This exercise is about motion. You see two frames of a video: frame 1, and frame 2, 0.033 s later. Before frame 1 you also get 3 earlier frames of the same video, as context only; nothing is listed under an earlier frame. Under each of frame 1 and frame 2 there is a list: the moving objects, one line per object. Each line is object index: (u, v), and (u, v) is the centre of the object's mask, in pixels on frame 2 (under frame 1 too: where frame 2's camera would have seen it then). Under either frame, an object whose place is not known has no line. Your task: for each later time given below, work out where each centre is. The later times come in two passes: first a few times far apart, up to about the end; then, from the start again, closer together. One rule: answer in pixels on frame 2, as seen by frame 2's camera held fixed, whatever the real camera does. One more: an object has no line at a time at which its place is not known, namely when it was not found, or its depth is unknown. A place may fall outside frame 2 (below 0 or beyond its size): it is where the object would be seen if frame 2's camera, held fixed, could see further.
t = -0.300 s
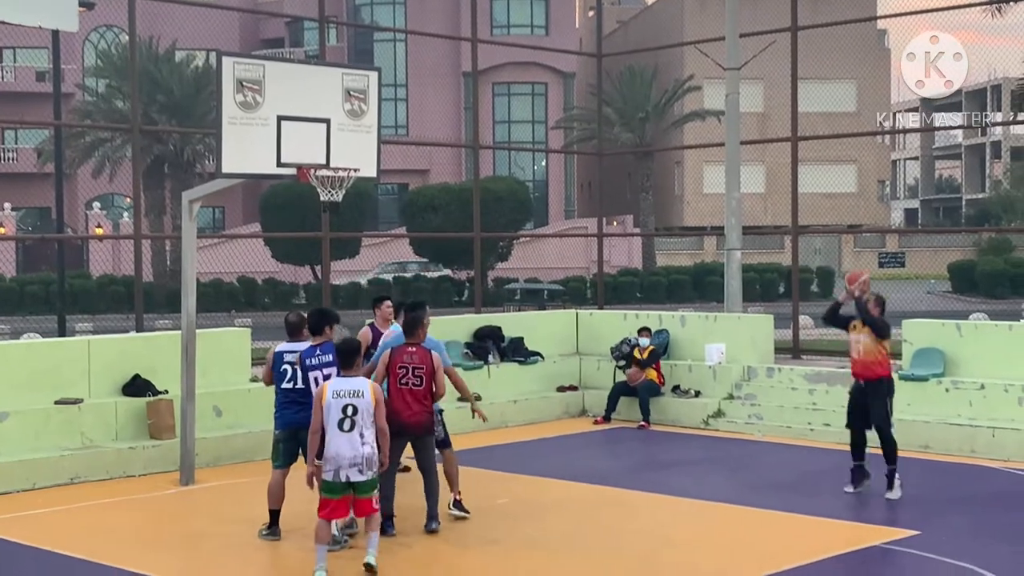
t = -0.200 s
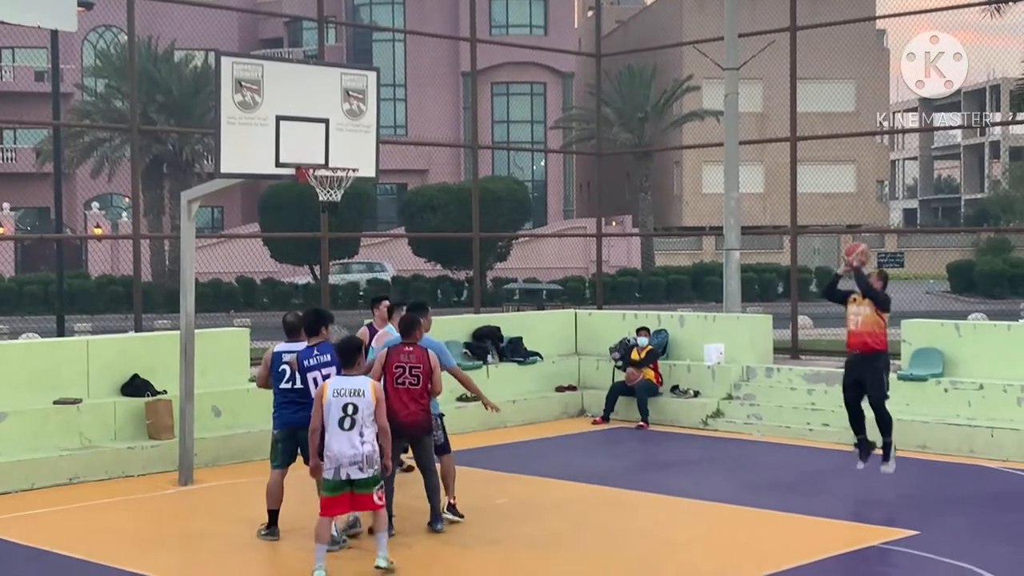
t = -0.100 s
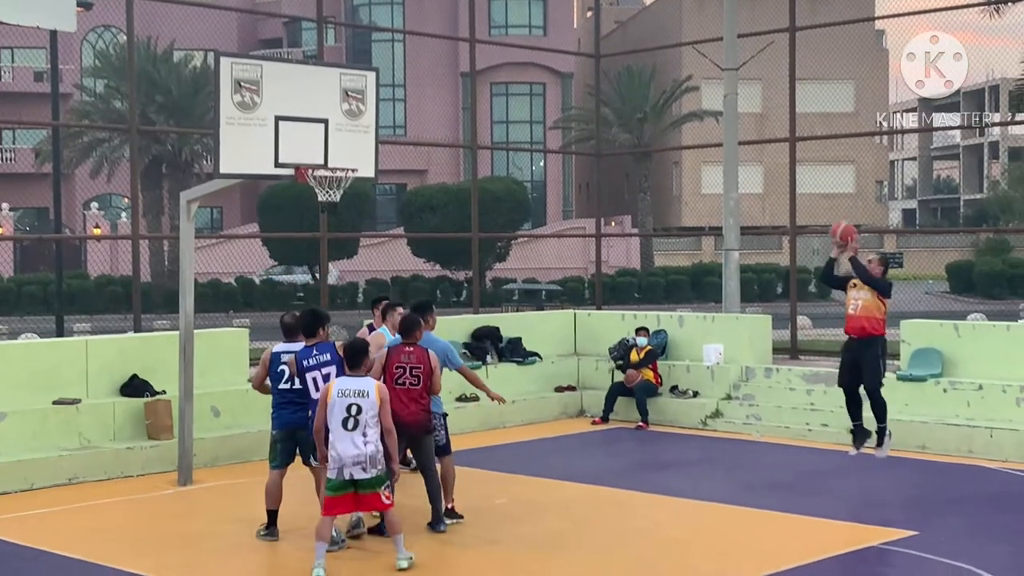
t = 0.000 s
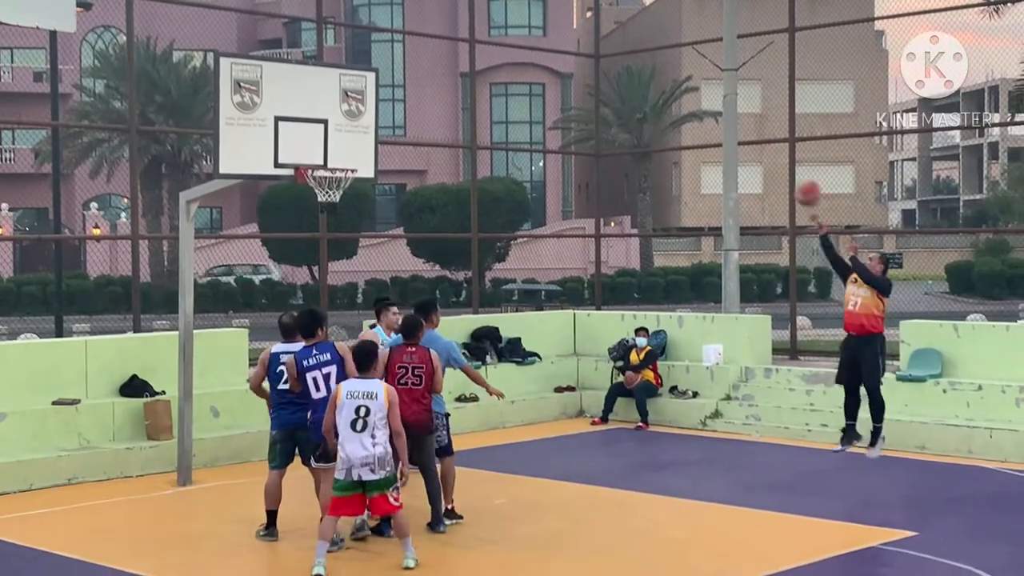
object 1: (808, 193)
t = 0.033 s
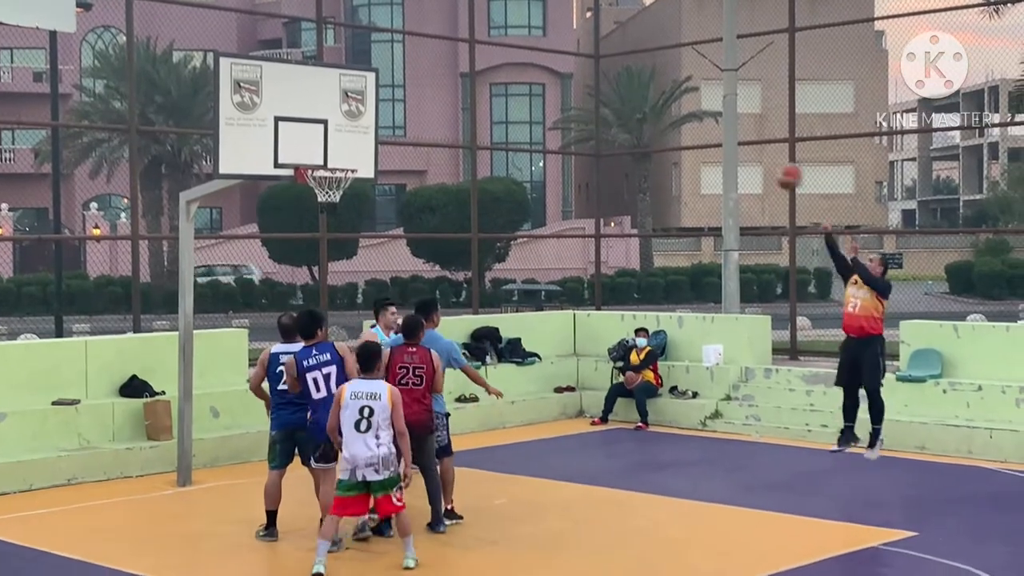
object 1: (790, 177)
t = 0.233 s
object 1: (675, 102)
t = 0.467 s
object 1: (542, 71)
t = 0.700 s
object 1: (410, 103)
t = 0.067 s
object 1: (770, 162)
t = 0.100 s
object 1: (751, 148)
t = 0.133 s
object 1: (731, 134)
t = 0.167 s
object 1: (712, 122)
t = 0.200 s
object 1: (694, 112)
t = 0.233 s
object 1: (675, 102)
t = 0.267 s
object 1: (656, 94)
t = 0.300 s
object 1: (637, 86)
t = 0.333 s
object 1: (618, 81)
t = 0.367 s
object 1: (598, 78)
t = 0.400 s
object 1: (582, 75)
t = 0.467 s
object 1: (542, 71)
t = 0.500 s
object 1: (523, 72)
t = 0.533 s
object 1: (505, 74)
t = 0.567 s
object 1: (485, 77)
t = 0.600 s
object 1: (466, 81)
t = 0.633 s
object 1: (448, 87)
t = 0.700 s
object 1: (410, 103)
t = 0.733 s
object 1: (392, 113)
